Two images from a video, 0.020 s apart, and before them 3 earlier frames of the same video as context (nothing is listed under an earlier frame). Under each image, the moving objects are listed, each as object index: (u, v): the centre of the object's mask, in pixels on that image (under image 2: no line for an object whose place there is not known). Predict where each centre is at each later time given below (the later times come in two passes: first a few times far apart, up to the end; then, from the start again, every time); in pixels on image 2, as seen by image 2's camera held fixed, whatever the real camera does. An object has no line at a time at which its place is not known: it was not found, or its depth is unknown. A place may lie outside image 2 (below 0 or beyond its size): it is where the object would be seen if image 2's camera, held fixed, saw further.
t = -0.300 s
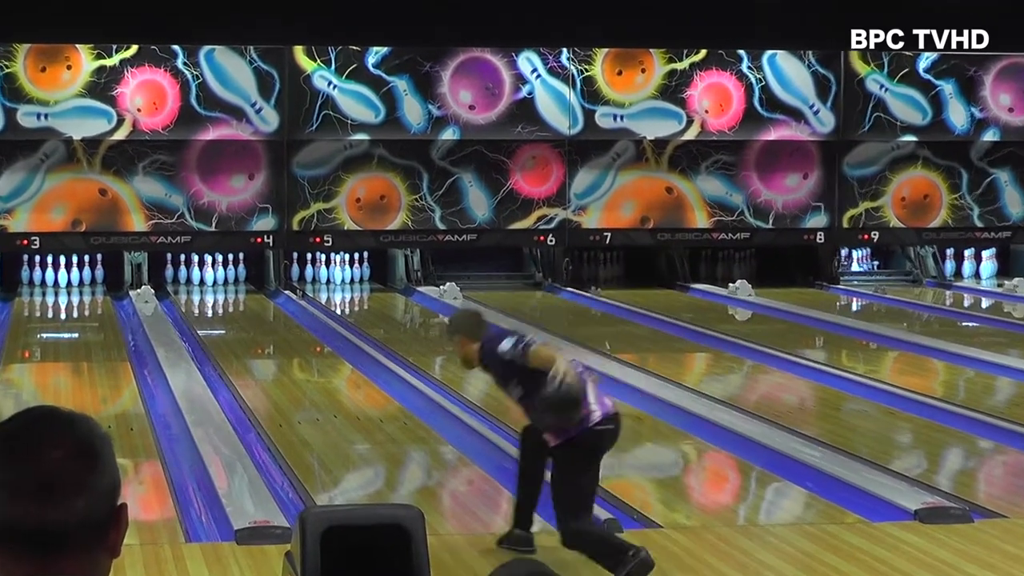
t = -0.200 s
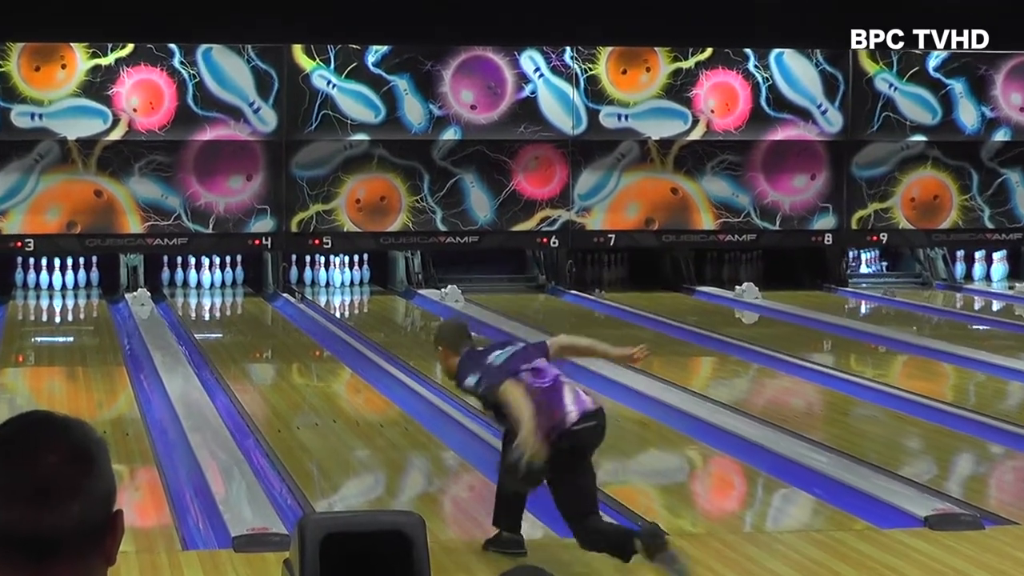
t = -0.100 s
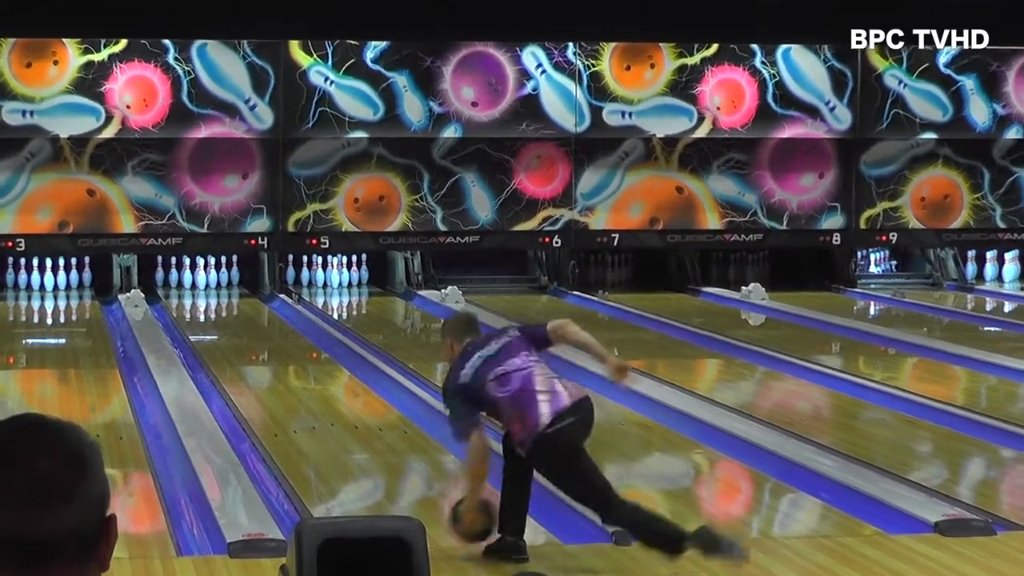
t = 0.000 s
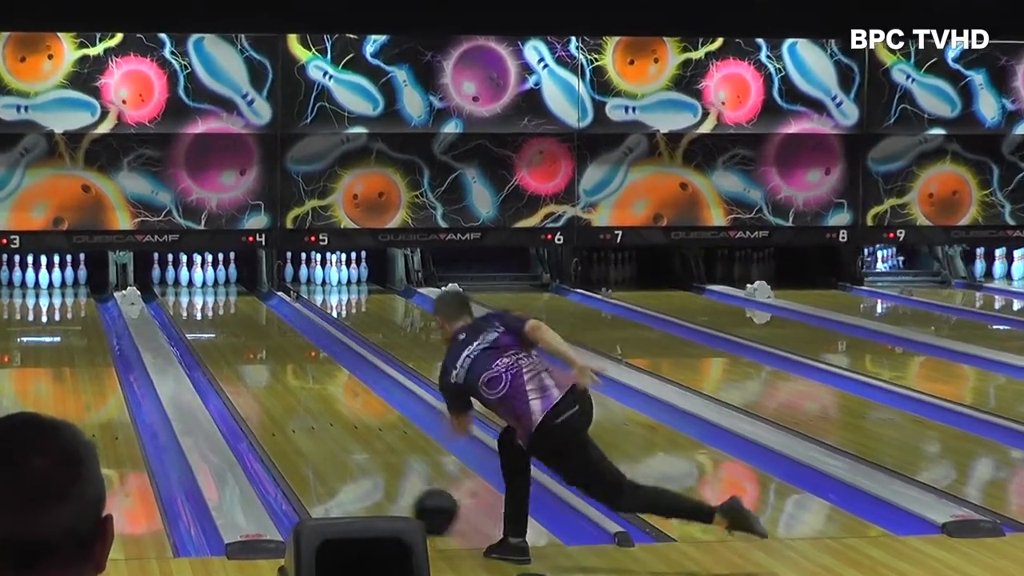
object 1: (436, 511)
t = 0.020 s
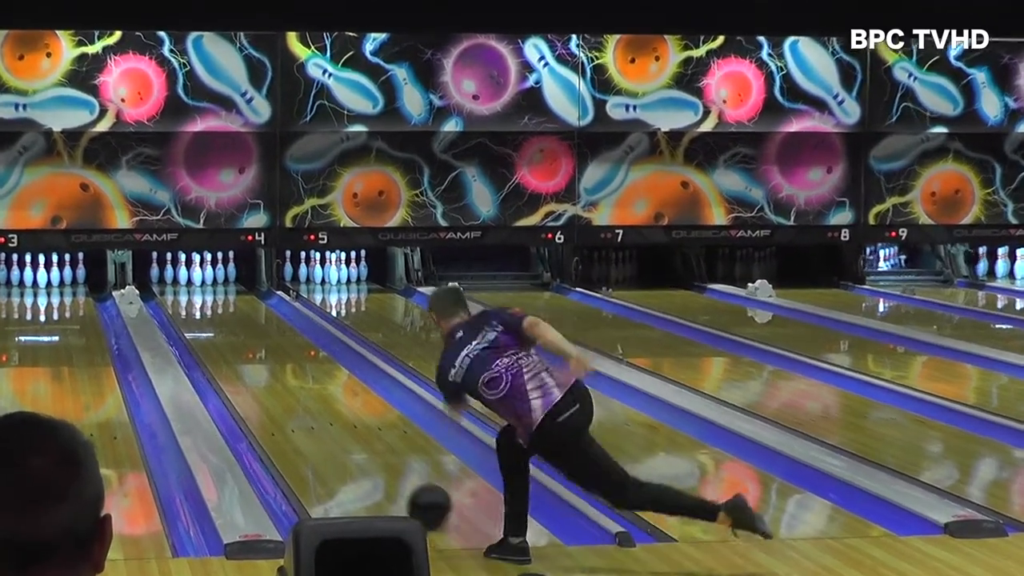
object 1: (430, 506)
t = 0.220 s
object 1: (374, 463)
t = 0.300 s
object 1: (354, 449)
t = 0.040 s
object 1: (424, 500)
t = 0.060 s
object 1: (418, 496)
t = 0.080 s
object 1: (411, 491)
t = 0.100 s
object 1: (404, 488)
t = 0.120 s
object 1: (399, 483)
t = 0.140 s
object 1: (394, 479)
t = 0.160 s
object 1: (389, 475)
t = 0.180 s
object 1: (384, 471)
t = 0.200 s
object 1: (379, 467)
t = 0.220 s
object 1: (374, 463)
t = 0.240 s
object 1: (368, 460)
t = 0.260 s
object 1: (364, 456)
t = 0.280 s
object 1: (359, 453)
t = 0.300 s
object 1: (354, 449)
